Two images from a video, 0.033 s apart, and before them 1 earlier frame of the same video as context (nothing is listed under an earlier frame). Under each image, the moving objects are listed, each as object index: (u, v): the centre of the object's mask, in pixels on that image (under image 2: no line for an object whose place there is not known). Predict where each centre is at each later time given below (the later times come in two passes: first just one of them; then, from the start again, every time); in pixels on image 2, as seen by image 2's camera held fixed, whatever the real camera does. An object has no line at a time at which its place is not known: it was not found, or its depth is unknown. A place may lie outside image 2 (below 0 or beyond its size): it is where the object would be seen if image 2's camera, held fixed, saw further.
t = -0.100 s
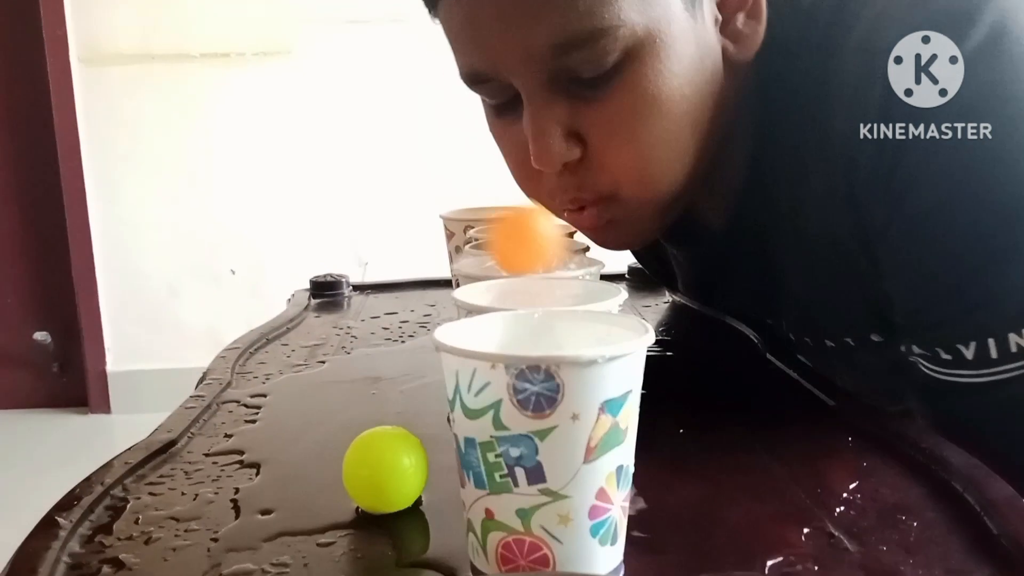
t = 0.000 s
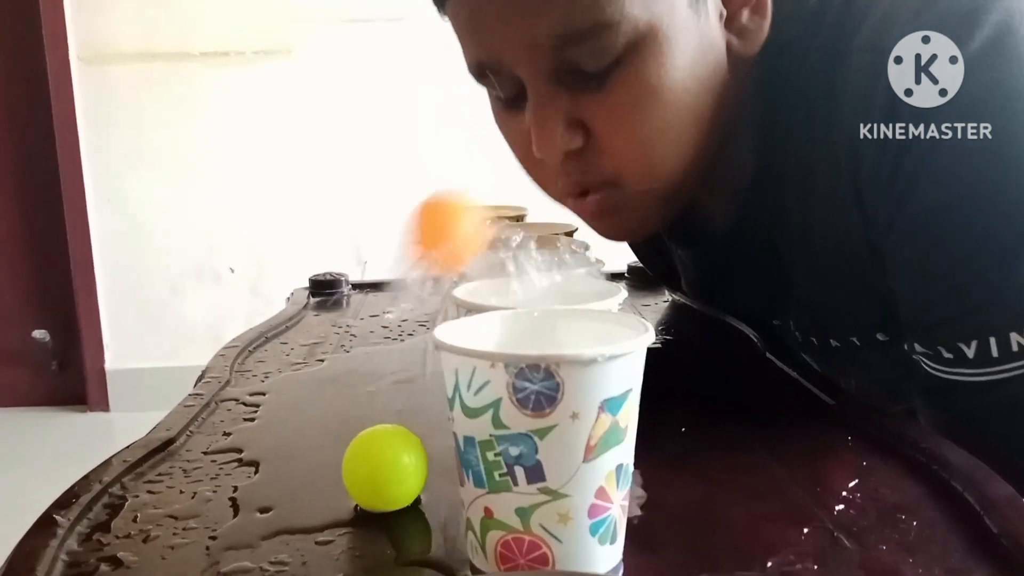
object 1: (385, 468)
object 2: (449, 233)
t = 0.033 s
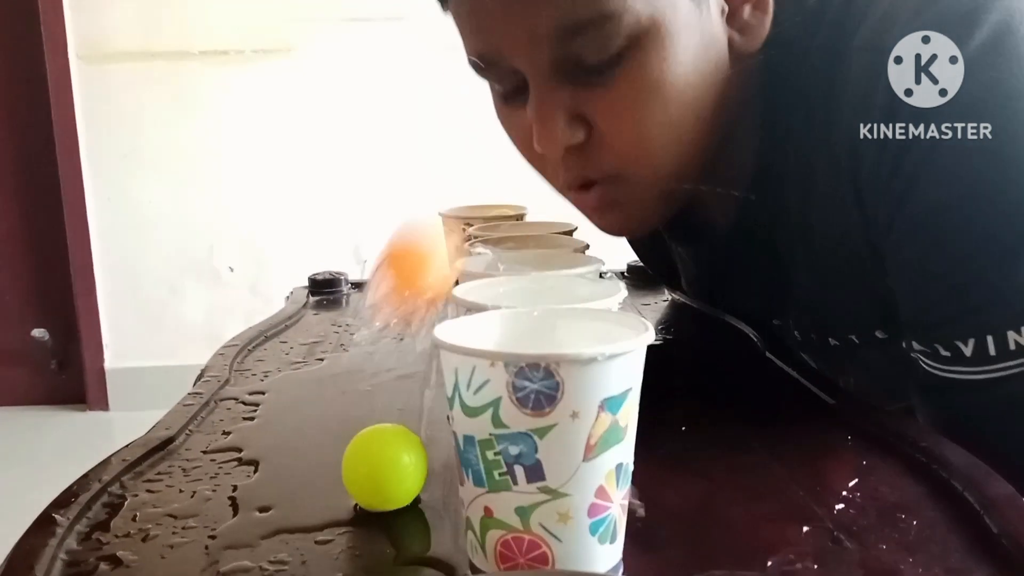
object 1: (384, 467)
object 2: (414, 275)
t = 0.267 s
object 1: (424, 509)
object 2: (213, 420)
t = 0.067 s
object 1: (385, 467)
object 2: (384, 340)
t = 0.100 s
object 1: (393, 472)
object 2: (341, 412)
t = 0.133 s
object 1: (405, 485)
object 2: (306, 435)
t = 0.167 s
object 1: (415, 494)
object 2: (274, 431)
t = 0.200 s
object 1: (422, 502)
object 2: (248, 428)
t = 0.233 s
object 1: (425, 507)
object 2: (228, 424)
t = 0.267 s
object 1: (424, 509)
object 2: (213, 420)
